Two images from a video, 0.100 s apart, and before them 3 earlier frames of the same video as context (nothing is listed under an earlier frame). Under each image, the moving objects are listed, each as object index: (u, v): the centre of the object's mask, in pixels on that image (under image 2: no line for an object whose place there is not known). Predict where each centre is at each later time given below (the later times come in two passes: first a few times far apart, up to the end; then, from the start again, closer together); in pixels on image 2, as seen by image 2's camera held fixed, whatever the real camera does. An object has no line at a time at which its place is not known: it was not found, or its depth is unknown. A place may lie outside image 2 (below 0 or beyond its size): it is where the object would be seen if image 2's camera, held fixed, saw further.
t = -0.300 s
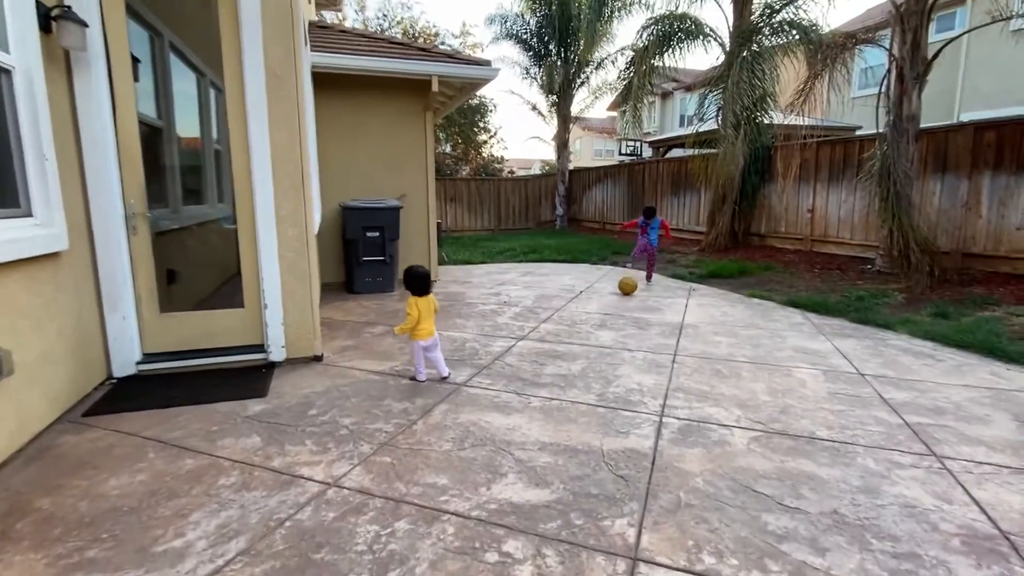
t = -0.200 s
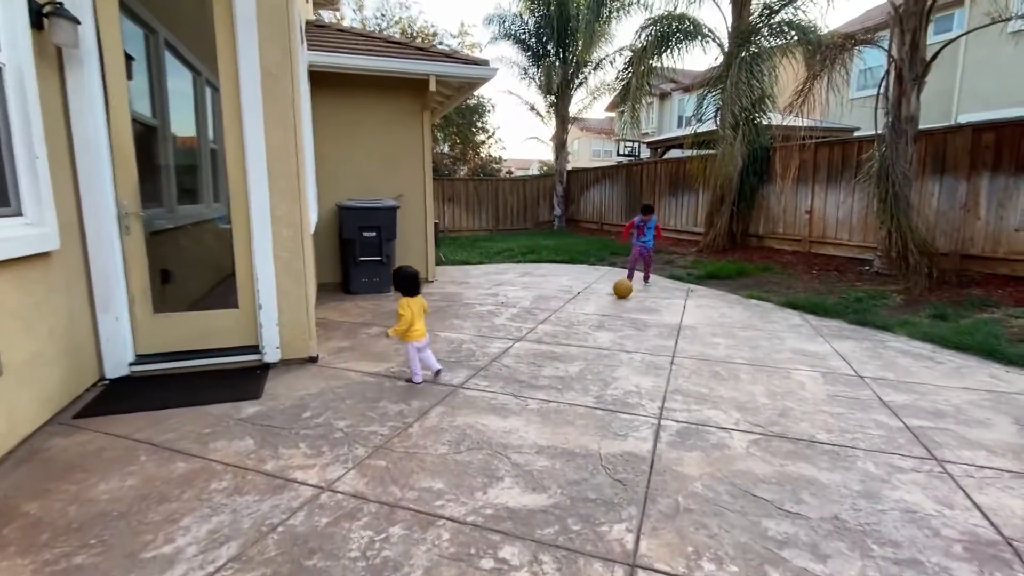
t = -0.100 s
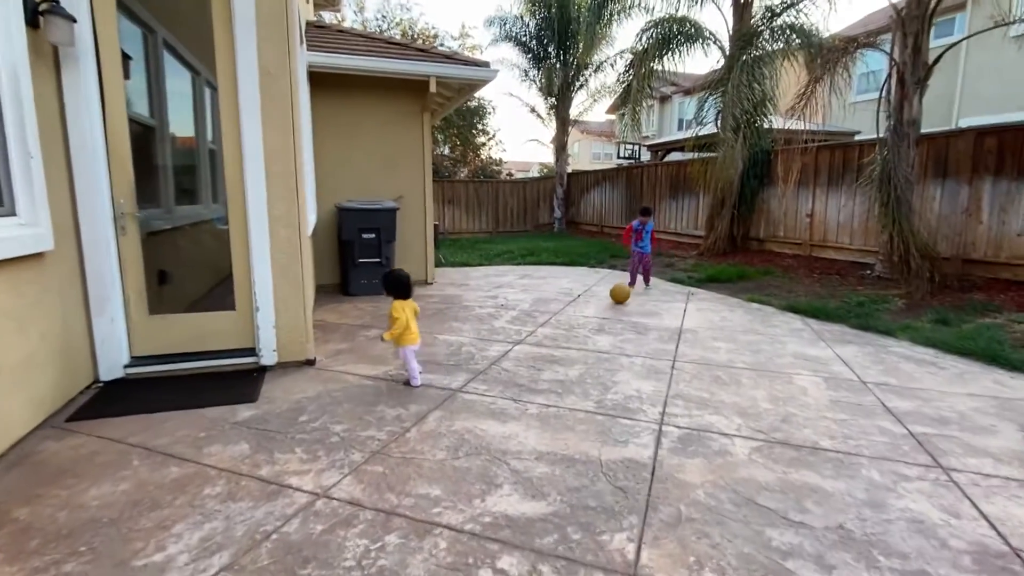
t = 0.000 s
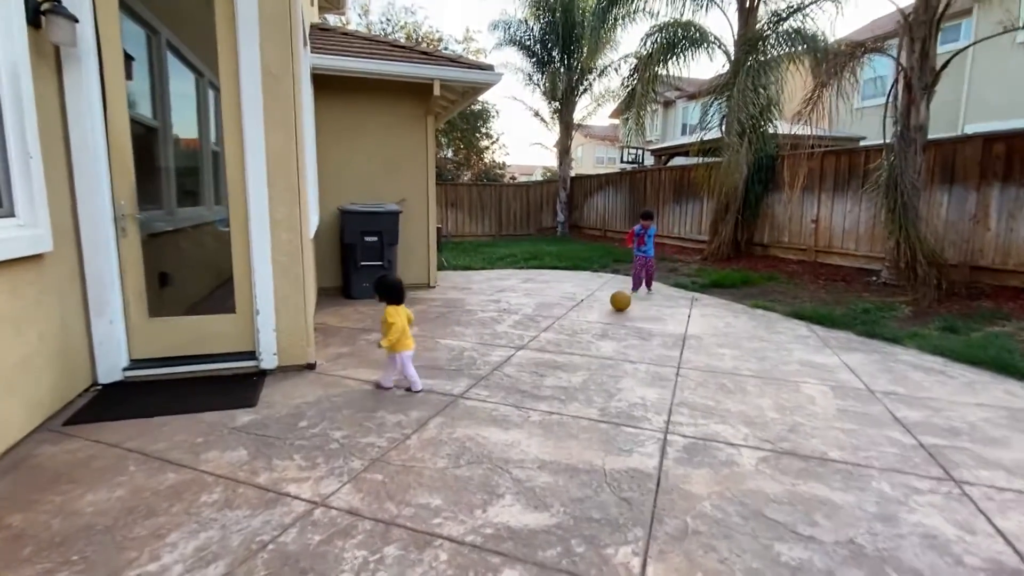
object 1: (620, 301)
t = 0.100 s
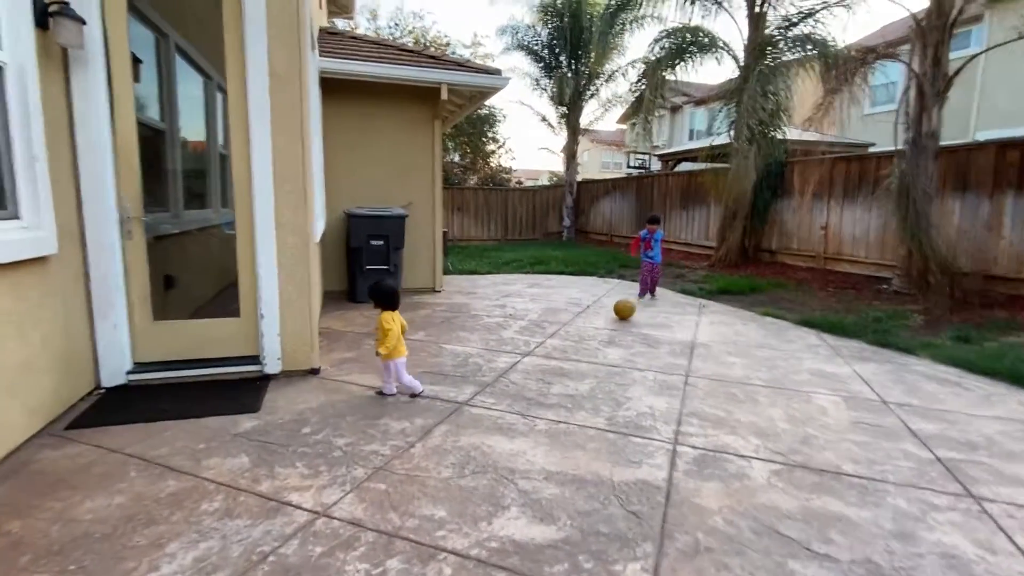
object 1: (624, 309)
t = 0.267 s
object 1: (618, 313)
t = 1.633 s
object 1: (573, 352)
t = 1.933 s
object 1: (563, 364)
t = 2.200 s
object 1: (552, 377)
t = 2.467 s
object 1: (542, 392)
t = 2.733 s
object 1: (530, 408)
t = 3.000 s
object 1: (517, 429)
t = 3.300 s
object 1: (501, 459)
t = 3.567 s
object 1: (485, 491)
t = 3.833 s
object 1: (466, 530)
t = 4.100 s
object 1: (441, 582)
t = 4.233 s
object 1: (425, 600)
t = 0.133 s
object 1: (623, 310)
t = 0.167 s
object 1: (621, 311)
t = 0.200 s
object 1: (621, 311)
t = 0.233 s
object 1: (619, 312)
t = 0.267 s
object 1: (618, 313)
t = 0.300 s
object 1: (617, 313)
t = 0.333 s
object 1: (616, 314)
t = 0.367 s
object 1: (614, 315)
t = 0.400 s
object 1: (613, 316)
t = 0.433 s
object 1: (613, 316)
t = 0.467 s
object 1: (611, 317)
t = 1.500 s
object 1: (578, 347)
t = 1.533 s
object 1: (577, 348)
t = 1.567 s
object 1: (576, 349)
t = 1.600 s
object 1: (574, 350)
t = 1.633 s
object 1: (573, 352)
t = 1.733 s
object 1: (570, 356)
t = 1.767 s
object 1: (569, 357)
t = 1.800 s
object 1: (568, 358)
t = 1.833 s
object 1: (567, 359)
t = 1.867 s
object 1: (565, 361)
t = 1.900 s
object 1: (564, 362)
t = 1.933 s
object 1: (563, 364)
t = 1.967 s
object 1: (561, 366)
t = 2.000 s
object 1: (560, 367)
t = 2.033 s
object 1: (559, 369)
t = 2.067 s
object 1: (557, 371)
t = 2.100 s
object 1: (556, 372)
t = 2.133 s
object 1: (555, 373)
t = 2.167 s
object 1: (554, 376)
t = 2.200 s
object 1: (552, 377)
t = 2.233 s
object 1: (551, 379)
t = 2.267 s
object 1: (550, 381)
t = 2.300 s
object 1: (549, 382)
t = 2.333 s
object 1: (547, 384)
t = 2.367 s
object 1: (546, 386)
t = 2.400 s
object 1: (545, 388)
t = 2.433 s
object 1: (543, 390)
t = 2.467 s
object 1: (542, 392)
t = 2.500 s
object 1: (540, 394)
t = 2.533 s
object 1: (538, 396)
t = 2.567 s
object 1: (537, 397)
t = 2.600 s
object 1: (535, 400)
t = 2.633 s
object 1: (534, 402)
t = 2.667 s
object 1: (533, 404)
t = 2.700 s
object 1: (532, 406)
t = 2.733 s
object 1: (530, 408)
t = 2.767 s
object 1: (528, 410)
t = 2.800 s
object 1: (527, 413)
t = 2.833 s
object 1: (525, 416)
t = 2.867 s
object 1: (524, 418)
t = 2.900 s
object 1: (522, 421)
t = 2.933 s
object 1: (521, 424)
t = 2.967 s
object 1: (519, 426)
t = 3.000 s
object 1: (517, 429)
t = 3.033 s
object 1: (515, 433)
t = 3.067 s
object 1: (514, 435)
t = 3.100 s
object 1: (512, 438)
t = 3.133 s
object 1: (510, 442)
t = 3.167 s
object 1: (508, 445)
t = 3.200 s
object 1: (506, 449)
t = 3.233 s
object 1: (505, 451)
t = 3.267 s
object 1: (503, 456)
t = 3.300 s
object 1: (501, 459)
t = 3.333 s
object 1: (499, 463)
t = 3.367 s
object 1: (498, 466)
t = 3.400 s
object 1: (496, 471)
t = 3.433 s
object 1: (494, 474)
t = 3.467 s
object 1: (491, 478)
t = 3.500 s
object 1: (489, 482)
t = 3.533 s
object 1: (487, 487)
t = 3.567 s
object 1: (485, 491)
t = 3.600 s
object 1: (483, 495)
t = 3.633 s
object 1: (481, 500)
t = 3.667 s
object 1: (479, 505)
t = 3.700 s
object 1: (476, 510)
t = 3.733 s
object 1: (474, 515)
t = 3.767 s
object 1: (471, 521)
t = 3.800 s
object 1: (469, 526)
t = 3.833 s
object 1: (466, 530)
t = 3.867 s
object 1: (463, 536)
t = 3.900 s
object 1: (460, 543)
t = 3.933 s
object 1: (457, 549)
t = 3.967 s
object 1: (454, 554)
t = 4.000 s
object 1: (451, 562)
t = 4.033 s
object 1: (448, 568)
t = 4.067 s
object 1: (445, 575)
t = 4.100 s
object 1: (441, 582)
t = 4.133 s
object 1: (437, 589)
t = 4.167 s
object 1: (434, 593)
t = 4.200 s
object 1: (429, 597)
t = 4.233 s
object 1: (425, 600)
